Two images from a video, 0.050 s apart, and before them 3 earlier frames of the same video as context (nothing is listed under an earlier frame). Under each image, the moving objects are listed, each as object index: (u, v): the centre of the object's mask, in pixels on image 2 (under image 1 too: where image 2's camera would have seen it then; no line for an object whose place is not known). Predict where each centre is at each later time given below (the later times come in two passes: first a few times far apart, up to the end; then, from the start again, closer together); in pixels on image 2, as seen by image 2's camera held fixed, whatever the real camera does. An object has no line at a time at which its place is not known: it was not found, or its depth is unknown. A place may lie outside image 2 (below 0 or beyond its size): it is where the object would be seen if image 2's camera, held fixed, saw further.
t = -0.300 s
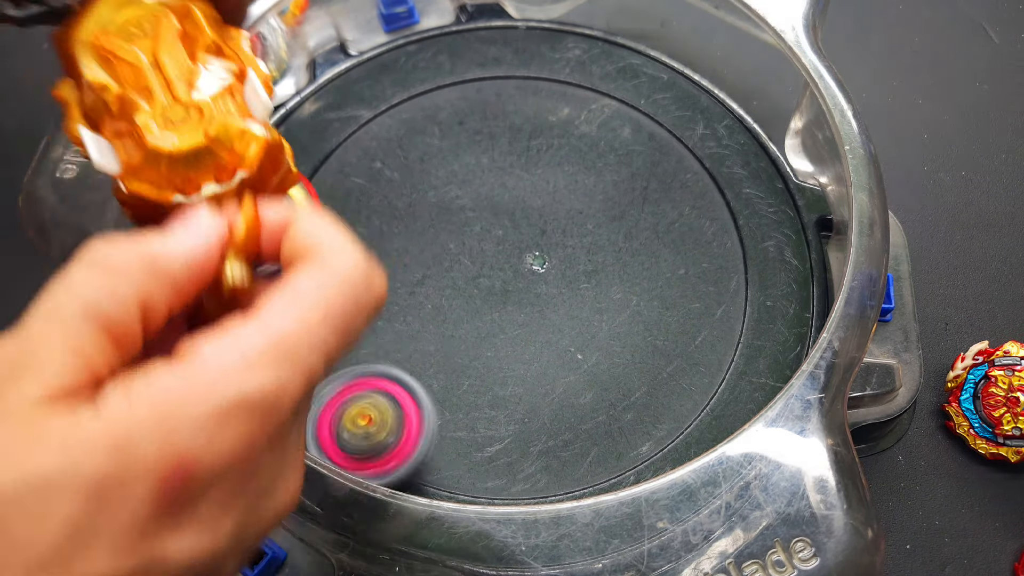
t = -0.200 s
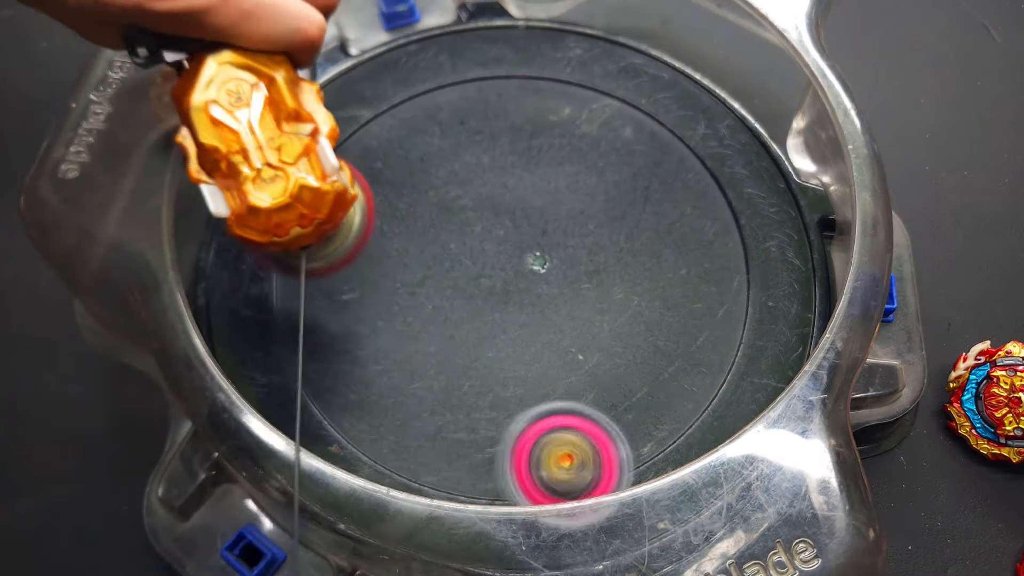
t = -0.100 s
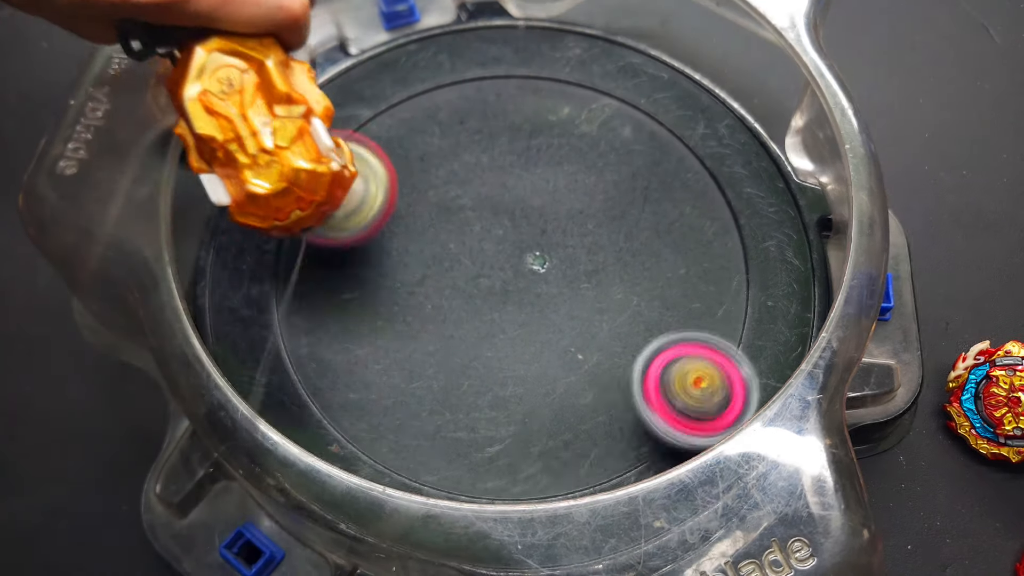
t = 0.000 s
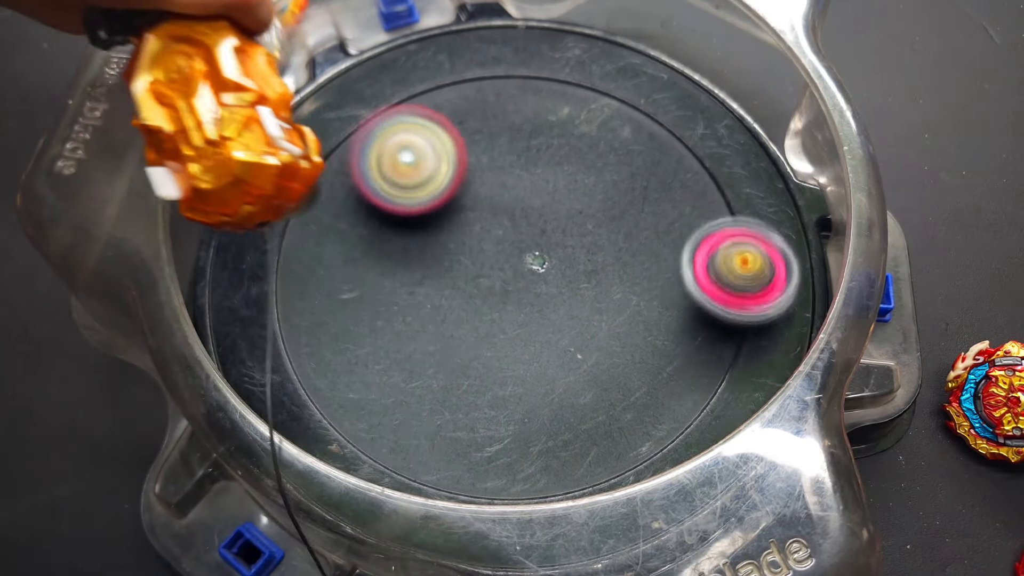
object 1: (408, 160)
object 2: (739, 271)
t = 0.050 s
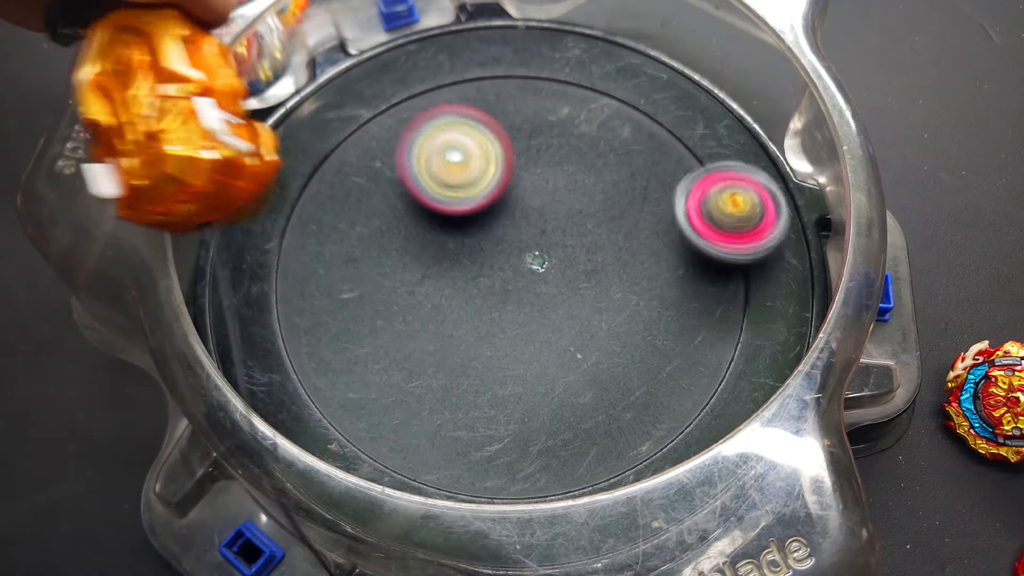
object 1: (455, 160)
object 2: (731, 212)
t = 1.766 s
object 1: (631, 172)
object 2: (725, 289)
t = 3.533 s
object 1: (371, 418)
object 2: (523, 314)
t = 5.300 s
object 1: (344, 327)
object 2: (226, 232)
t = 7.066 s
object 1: (467, 65)
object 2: (511, 327)
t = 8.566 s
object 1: (441, 441)
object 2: (327, 266)
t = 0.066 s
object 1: (472, 161)
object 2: (725, 195)
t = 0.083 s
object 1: (491, 162)
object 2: (717, 177)
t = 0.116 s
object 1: (527, 162)
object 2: (696, 148)
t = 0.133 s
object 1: (545, 161)
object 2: (684, 133)
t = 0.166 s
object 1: (572, 157)
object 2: (666, 107)
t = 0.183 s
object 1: (576, 148)
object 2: (668, 88)
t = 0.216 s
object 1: (580, 142)
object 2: (671, 62)
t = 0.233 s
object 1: (582, 143)
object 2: (671, 55)
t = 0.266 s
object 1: (587, 138)
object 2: (668, 51)
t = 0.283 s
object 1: (590, 137)
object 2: (665, 54)
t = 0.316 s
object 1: (594, 134)
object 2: (656, 38)
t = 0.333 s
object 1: (597, 134)
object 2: (650, 35)
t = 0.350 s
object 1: (600, 133)
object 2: (644, 33)
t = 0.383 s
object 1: (603, 136)
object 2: (632, 34)
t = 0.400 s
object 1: (602, 142)
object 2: (629, 31)
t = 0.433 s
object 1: (600, 154)
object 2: (618, 25)
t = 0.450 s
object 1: (599, 160)
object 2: (611, 24)
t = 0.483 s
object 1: (599, 172)
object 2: (600, 21)
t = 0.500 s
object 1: (599, 179)
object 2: (599, 22)
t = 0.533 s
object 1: (598, 190)
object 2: (598, 27)
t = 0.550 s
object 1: (598, 196)
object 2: (594, 31)
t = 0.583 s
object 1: (598, 207)
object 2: (586, 38)
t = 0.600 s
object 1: (598, 212)
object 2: (581, 42)
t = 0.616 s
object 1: (599, 217)
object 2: (577, 47)
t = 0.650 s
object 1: (600, 227)
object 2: (568, 58)
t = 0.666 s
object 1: (601, 231)
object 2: (563, 65)
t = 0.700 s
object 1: (603, 239)
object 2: (551, 78)
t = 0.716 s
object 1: (604, 242)
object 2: (546, 85)
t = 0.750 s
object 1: (607, 249)
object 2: (537, 98)
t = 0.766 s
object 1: (608, 252)
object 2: (533, 104)
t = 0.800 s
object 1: (611, 257)
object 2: (526, 116)
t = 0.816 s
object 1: (613, 259)
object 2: (524, 121)
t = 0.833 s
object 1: (615, 260)
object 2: (521, 127)
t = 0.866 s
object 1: (618, 262)
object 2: (517, 137)
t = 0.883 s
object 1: (620, 263)
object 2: (515, 143)
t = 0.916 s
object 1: (624, 263)
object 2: (510, 155)
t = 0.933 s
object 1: (626, 263)
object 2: (508, 161)
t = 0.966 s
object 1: (629, 262)
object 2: (504, 178)
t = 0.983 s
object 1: (631, 260)
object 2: (502, 188)
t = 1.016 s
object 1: (634, 258)
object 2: (502, 208)
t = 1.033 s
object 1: (636, 256)
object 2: (503, 218)
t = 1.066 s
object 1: (640, 253)
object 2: (507, 241)
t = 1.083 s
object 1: (641, 251)
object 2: (511, 252)
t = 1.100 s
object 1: (643, 249)
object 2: (516, 264)
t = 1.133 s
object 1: (646, 245)
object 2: (527, 286)
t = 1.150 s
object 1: (648, 243)
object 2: (533, 296)
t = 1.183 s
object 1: (651, 239)
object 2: (548, 313)
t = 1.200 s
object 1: (653, 237)
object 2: (556, 320)
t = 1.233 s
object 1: (658, 233)
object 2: (571, 330)
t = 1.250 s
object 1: (660, 231)
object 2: (579, 335)
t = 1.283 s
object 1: (666, 228)
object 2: (596, 339)
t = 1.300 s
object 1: (669, 226)
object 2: (604, 339)
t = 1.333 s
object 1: (675, 224)
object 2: (621, 338)
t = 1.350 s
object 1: (680, 222)
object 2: (630, 337)
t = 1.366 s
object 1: (684, 221)
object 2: (638, 337)
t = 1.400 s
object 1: (693, 219)
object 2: (656, 332)
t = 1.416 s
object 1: (698, 218)
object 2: (666, 331)
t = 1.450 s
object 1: (710, 214)
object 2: (684, 326)
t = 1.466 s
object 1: (715, 212)
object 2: (693, 324)
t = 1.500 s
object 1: (728, 206)
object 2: (710, 319)
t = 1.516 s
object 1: (733, 200)
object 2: (716, 319)
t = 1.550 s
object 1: (721, 193)
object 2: (727, 318)
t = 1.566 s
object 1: (712, 191)
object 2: (732, 316)
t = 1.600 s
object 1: (695, 187)
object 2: (735, 307)
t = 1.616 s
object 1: (688, 186)
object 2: (733, 302)
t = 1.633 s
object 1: (681, 184)
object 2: (731, 297)
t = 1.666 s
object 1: (668, 184)
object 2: (726, 287)
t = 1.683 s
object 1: (663, 185)
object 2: (724, 281)
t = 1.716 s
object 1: (649, 177)
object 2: (725, 285)
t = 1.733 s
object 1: (642, 174)
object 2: (725, 287)
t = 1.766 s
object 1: (631, 172)
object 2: (725, 289)
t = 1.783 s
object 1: (624, 173)
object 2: (724, 289)
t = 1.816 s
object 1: (612, 181)
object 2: (722, 289)
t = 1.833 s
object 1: (606, 187)
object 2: (720, 289)
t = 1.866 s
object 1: (592, 202)
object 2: (714, 288)
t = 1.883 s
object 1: (586, 212)
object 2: (711, 289)
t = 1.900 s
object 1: (581, 222)
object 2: (708, 289)
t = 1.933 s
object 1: (573, 242)
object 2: (699, 293)
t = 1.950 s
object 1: (570, 253)
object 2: (693, 296)
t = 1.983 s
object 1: (565, 272)
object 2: (685, 305)
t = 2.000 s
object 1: (552, 278)
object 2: (691, 314)
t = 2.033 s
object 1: (529, 288)
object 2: (701, 329)
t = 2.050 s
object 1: (518, 294)
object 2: (705, 334)
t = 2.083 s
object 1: (501, 305)
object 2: (711, 339)
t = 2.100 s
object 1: (493, 310)
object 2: (714, 341)
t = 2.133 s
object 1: (482, 321)
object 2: (718, 341)
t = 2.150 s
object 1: (477, 326)
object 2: (719, 341)
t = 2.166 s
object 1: (474, 332)
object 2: (720, 340)
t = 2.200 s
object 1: (471, 343)
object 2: (721, 340)
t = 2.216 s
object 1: (471, 348)
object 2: (721, 340)
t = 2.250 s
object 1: (475, 358)
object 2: (719, 339)
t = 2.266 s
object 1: (478, 362)
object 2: (716, 337)
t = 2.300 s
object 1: (488, 371)
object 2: (710, 333)
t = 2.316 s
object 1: (495, 375)
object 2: (706, 332)
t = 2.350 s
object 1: (509, 383)
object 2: (697, 330)
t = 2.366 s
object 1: (518, 386)
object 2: (690, 330)
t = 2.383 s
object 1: (528, 389)
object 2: (685, 330)
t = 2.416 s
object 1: (550, 393)
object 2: (670, 332)
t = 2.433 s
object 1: (559, 396)
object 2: (665, 333)
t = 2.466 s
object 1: (555, 409)
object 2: (673, 323)
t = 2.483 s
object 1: (554, 415)
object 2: (674, 320)
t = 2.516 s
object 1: (553, 425)
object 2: (673, 313)
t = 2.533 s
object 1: (554, 429)
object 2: (669, 310)
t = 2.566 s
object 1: (557, 435)
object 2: (657, 305)
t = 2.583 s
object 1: (560, 437)
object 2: (650, 303)
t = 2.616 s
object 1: (567, 439)
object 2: (634, 299)
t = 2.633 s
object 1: (571, 440)
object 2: (624, 297)
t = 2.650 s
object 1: (576, 440)
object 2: (615, 294)
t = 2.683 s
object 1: (589, 439)
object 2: (594, 289)
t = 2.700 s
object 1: (595, 438)
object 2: (582, 287)
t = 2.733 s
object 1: (611, 434)
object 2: (557, 284)
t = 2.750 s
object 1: (620, 431)
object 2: (543, 284)
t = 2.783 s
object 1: (638, 424)
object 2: (517, 284)
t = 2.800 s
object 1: (648, 419)
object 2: (503, 285)
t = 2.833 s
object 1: (669, 408)
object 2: (478, 289)
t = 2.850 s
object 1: (680, 401)
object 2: (466, 292)
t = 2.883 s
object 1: (697, 381)
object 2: (444, 299)
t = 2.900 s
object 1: (705, 369)
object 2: (433, 303)
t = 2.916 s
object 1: (709, 354)
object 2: (424, 307)
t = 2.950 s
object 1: (710, 324)
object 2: (408, 317)
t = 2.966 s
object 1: (707, 308)
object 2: (401, 322)
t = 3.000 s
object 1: (692, 279)
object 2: (391, 335)
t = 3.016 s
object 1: (682, 266)
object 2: (388, 341)
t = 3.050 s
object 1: (656, 243)
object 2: (385, 355)
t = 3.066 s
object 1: (643, 235)
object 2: (384, 363)
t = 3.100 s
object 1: (607, 219)
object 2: (385, 378)
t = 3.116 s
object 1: (587, 214)
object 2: (386, 386)
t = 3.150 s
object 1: (546, 206)
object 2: (392, 399)
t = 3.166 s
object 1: (525, 205)
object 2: (396, 407)
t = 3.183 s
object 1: (504, 205)
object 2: (401, 413)
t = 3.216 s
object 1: (461, 209)
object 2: (412, 426)
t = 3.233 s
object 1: (439, 213)
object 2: (419, 431)
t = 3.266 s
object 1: (397, 225)
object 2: (436, 439)
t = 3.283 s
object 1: (379, 232)
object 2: (445, 442)
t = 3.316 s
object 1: (343, 251)
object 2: (466, 444)
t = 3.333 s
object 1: (328, 262)
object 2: (475, 443)
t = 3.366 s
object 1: (300, 288)
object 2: (492, 435)
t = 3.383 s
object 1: (289, 301)
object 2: (499, 428)
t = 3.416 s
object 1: (276, 331)
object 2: (512, 409)
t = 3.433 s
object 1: (287, 344)
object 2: (517, 398)
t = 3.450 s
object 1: (299, 358)
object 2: (521, 385)
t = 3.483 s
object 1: (325, 383)
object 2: (525, 357)
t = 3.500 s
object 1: (340, 395)
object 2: (526, 343)
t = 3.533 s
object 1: (371, 418)
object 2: (523, 314)
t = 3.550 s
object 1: (386, 427)
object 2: (521, 300)
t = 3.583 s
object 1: (420, 444)
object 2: (512, 273)
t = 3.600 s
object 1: (438, 450)
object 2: (506, 260)
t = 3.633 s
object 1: (480, 455)
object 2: (493, 237)
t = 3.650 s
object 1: (500, 457)
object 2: (485, 226)
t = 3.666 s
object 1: (522, 457)
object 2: (477, 217)
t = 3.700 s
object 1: (563, 452)
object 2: (459, 200)
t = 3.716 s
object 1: (583, 447)
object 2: (450, 194)
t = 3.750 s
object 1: (617, 430)
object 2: (430, 183)
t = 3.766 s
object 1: (632, 418)
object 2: (420, 179)
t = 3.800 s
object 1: (650, 387)
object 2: (400, 175)
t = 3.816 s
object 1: (656, 369)
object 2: (390, 175)
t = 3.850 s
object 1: (658, 334)
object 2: (370, 177)
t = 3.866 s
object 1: (656, 317)
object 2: (361, 179)
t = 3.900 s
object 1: (645, 283)
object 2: (345, 185)
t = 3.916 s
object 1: (636, 266)
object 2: (338, 189)
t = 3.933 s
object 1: (626, 251)
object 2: (331, 194)
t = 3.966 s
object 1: (599, 221)
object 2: (319, 205)
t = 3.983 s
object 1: (584, 208)
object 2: (314, 211)
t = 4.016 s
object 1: (550, 186)
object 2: (306, 225)
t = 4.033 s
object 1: (532, 177)
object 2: (303, 232)
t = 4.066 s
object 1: (491, 163)
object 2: (300, 248)
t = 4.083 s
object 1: (472, 159)
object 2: (300, 257)
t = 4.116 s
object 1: (428, 154)
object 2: (304, 275)
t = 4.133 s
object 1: (407, 155)
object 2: (307, 284)
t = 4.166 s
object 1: (365, 158)
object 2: (319, 302)
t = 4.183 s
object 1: (345, 163)
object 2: (327, 310)
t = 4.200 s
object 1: (323, 169)
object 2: (337, 318)
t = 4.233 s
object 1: (287, 186)
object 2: (361, 330)
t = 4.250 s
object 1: (279, 200)
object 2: (376, 334)
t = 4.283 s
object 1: (281, 238)
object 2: (406, 337)
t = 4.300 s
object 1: (282, 257)
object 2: (422, 336)
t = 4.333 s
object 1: (287, 294)
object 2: (452, 329)
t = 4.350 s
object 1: (289, 313)
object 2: (468, 323)
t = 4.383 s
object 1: (296, 350)
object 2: (496, 309)
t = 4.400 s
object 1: (304, 366)
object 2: (510, 300)
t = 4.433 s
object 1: (339, 394)
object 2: (532, 280)
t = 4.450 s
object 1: (357, 407)
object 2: (541, 268)
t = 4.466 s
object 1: (377, 419)
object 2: (549, 256)
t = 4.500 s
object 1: (416, 434)
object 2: (561, 232)
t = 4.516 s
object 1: (438, 439)
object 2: (565, 220)
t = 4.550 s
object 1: (478, 439)
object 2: (569, 196)
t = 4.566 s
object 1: (499, 435)
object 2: (569, 185)
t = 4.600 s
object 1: (535, 417)
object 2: (565, 163)
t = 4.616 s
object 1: (552, 403)
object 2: (561, 153)
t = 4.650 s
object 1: (577, 375)
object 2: (552, 134)
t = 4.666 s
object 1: (586, 357)
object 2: (546, 125)
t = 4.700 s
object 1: (599, 321)
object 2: (534, 108)
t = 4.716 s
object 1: (602, 301)
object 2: (528, 99)
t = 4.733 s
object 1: (603, 283)
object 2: (522, 91)
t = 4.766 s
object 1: (598, 244)
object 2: (509, 76)
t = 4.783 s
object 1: (593, 227)
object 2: (503, 70)
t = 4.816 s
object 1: (576, 193)
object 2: (489, 60)
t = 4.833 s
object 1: (566, 178)
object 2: (481, 59)
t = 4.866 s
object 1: (540, 150)
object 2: (463, 69)
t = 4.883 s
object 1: (530, 143)
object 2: (450, 71)
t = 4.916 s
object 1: (513, 140)
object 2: (415, 72)
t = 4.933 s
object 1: (504, 139)
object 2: (398, 77)
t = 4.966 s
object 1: (481, 137)
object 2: (365, 84)
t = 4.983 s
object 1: (470, 136)
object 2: (353, 88)
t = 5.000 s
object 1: (455, 136)
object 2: (342, 94)
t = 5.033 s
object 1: (430, 137)
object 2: (325, 101)
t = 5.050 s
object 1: (420, 141)
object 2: (309, 102)
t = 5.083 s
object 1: (401, 151)
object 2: (288, 114)
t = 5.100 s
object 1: (390, 158)
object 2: (281, 123)
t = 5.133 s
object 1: (373, 175)
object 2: (260, 132)
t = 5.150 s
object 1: (364, 186)
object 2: (250, 138)
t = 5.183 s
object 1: (346, 210)
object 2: (240, 159)
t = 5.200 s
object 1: (341, 225)
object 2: (235, 167)
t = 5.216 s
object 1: (336, 242)
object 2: (231, 176)
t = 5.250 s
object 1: (332, 276)
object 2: (227, 199)
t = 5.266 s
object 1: (334, 294)
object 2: (226, 211)
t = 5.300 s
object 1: (344, 327)
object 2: (226, 232)
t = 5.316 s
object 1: (354, 342)
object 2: (227, 242)
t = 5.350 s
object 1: (379, 368)
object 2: (232, 260)
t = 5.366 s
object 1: (396, 378)
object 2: (235, 268)
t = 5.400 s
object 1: (433, 393)
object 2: (243, 284)
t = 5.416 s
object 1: (454, 396)
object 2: (249, 292)
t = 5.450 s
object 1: (494, 394)
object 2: (265, 307)
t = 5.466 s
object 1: (515, 389)
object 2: (276, 314)
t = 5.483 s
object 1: (533, 383)
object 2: (288, 322)
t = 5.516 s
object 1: (568, 362)
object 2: (316, 336)
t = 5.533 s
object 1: (582, 350)
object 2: (330, 341)
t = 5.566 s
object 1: (608, 320)
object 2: (359, 350)
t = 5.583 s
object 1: (617, 306)
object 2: (375, 351)
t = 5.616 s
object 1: (633, 271)
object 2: (405, 351)
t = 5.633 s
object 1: (636, 255)
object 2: (418, 351)
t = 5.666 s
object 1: (639, 220)
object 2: (446, 346)
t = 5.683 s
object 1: (636, 204)
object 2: (458, 344)
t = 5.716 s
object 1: (625, 173)
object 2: (483, 334)
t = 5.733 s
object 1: (618, 160)
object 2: (494, 329)
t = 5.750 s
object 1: (607, 147)
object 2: (505, 323)
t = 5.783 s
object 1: (586, 125)
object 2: (526, 311)
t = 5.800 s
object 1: (574, 114)
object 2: (535, 305)
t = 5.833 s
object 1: (549, 96)
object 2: (553, 290)
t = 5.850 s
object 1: (536, 87)
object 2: (561, 282)
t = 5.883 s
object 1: (511, 72)
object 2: (573, 266)
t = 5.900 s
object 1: (496, 66)
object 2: (579, 257)
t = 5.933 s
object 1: (468, 62)
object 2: (589, 240)
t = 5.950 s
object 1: (452, 60)
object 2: (593, 231)
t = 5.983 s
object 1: (422, 73)
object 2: (598, 214)
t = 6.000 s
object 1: (406, 80)
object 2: (600, 205)
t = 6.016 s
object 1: (390, 87)
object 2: (601, 197)
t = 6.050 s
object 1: (359, 103)
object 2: (602, 180)
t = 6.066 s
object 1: (346, 115)
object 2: (602, 171)
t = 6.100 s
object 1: (321, 143)
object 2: (599, 155)
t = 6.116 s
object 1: (311, 157)
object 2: (598, 149)
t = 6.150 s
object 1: (297, 189)
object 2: (596, 134)
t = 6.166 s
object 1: (293, 208)
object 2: (595, 127)
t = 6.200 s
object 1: (292, 245)
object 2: (592, 114)
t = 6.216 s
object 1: (294, 264)
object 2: (591, 108)
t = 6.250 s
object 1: (308, 302)
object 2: (590, 97)
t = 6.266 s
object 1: (317, 320)
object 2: (590, 91)
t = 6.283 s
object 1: (330, 338)
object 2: (589, 87)
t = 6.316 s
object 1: (362, 367)
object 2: (585, 80)
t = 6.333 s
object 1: (381, 380)
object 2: (583, 77)
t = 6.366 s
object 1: (423, 398)
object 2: (578, 70)
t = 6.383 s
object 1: (446, 404)
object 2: (575, 68)
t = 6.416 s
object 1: (493, 407)
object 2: (564, 68)
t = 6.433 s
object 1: (516, 405)
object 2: (559, 68)
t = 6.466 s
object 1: (561, 393)
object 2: (549, 69)
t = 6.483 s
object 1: (580, 385)
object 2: (544, 71)
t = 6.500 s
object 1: (598, 376)
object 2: (538, 73)
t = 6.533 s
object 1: (632, 352)
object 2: (530, 79)
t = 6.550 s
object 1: (648, 341)
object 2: (526, 83)
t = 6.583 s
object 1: (675, 314)
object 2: (520, 92)
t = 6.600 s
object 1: (685, 300)
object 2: (517, 98)
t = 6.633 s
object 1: (703, 270)
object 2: (510, 109)
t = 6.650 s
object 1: (708, 254)
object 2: (506, 117)
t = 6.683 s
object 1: (715, 223)
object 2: (499, 130)
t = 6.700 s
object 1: (715, 207)
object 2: (494, 139)
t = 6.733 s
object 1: (712, 177)
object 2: (484, 155)
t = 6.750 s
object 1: (707, 161)
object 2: (480, 165)
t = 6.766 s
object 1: (701, 148)
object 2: (476, 174)
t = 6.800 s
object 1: (687, 121)
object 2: (470, 191)
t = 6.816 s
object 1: (678, 110)
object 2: (468, 201)
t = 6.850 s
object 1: (651, 95)
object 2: (466, 220)
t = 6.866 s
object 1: (639, 87)
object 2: (466, 229)
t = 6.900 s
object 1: (615, 72)
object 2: (468, 247)
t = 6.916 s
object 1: (603, 69)
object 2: (471, 256)
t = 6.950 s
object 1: (572, 64)
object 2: (475, 274)
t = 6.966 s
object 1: (558, 62)
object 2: (479, 283)
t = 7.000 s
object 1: (527, 58)
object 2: (488, 298)
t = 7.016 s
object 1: (512, 59)
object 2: (493, 306)
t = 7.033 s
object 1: (497, 58)
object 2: (498, 313)
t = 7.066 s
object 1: (467, 65)
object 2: (511, 327)
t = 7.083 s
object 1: (451, 71)
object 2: (519, 332)
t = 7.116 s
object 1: (421, 85)
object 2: (533, 342)
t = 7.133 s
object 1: (408, 94)
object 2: (541, 346)
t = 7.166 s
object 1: (383, 117)
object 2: (559, 353)
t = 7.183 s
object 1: (372, 130)
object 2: (567, 355)
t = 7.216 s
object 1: (354, 160)
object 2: (584, 359)
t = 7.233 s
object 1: (348, 176)
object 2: (593, 361)
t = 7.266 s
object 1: (340, 212)
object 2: (611, 363)
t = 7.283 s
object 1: (339, 229)
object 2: (618, 363)
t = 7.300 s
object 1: (339, 248)
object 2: (626, 364)
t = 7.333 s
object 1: (347, 285)
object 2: (643, 366)
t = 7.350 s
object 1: (354, 302)
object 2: (651, 367)
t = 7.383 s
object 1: (375, 336)
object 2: (664, 367)
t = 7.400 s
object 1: (387, 351)
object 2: (671, 366)
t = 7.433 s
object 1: (420, 378)
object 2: (683, 363)
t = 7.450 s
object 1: (438, 388)
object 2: (688, 359)
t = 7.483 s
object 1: (478, 403)
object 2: (696, 352)
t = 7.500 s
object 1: (497, 408)
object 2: (700, 347)
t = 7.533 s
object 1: (542, 409)
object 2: (702, 334)
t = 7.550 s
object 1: (561, 407)
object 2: (701, 328)
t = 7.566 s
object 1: (583, 403)
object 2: (699, 321)
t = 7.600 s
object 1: (612, 398)
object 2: (703, 305)
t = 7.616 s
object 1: (612, 404)
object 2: (716, 286)
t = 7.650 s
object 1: (616, 410)
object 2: (734, 251)
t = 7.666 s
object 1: (619, 411)
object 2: (741, 234)
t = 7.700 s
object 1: (628, 411)
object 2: (738, 202)
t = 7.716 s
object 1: (633, 409)
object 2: (732, 186)
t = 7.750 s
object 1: (646, 401)
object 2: (707, 154)
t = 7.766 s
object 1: (653, 396)
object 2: (693, 138)
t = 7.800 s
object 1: (669, 383)
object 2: (667, 114)
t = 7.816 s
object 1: (678, 374)
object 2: (653, 104)
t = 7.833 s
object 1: (686, 364)
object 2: (640, 96)
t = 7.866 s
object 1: (699, 342)
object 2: (616, 84)
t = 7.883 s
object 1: (703, 329)
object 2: (604, 80)
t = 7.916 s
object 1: (707, 303)
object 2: (582, 77)
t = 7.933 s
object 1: (705, 290)
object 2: (573, 76)
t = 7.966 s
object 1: (695, 264)
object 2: (553, 75)
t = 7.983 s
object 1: (687, 252)
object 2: (544, 75)
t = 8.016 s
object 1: (668, 230)
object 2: (526, 75)
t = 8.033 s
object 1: (656, 222)
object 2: (517, 77)
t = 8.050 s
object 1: (642, 213)
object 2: (508, 78)
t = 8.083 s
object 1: (612, 200)
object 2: (490, 80)
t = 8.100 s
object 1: (595, 195)
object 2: (481, 83)
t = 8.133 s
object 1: (561, 190)
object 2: (464, 88)
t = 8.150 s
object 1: (542, 189)
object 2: (455, 91)
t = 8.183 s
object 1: (508, 191)
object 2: (439, 99)
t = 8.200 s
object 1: (490, 194)
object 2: (430, 102)
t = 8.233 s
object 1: (458, 203)
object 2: (414, 112)
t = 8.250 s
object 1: (442, 210)
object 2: (406, 117)
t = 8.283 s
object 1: (415, 225)
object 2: (391, 128)
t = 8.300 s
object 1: (402, 235)
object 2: (384, 134)
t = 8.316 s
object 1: (391, 246)
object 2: (377, 141)
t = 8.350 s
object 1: (375, 271)
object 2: (365, 154)
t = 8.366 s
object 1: (368, 285)
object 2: (359, 162)
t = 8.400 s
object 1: (361, 314)
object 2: (349, 176)
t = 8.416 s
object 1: (360, 329)
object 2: (344, 185)
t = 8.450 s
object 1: (365, 359)
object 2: (337, 201)
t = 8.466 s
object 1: (370, 374)
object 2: (334, 210)
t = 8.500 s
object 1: (386, 402)
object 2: (329, 228)
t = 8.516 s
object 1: (397, 415)
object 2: (328, 237)
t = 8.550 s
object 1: (425, 434)
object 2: (326, 255)
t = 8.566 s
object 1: (441, 441)
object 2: (327, 266)
